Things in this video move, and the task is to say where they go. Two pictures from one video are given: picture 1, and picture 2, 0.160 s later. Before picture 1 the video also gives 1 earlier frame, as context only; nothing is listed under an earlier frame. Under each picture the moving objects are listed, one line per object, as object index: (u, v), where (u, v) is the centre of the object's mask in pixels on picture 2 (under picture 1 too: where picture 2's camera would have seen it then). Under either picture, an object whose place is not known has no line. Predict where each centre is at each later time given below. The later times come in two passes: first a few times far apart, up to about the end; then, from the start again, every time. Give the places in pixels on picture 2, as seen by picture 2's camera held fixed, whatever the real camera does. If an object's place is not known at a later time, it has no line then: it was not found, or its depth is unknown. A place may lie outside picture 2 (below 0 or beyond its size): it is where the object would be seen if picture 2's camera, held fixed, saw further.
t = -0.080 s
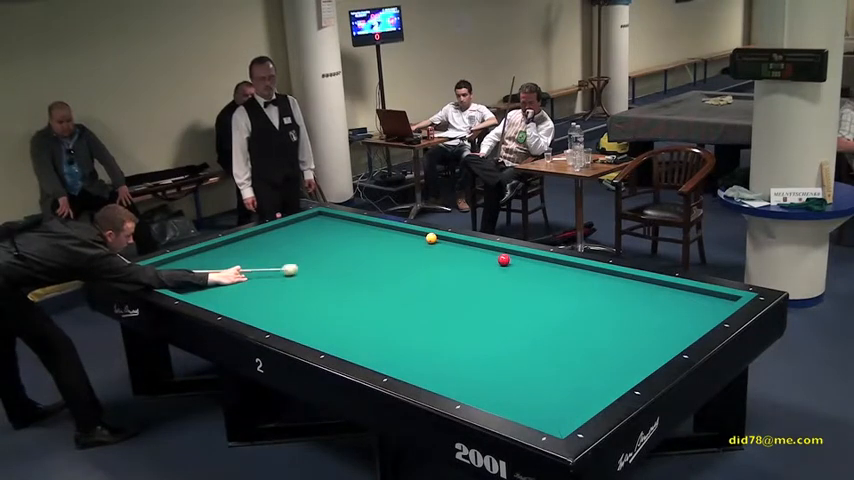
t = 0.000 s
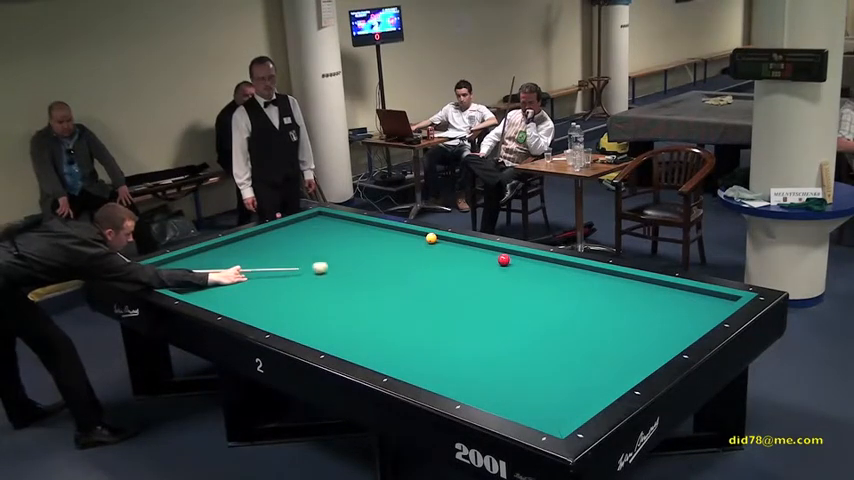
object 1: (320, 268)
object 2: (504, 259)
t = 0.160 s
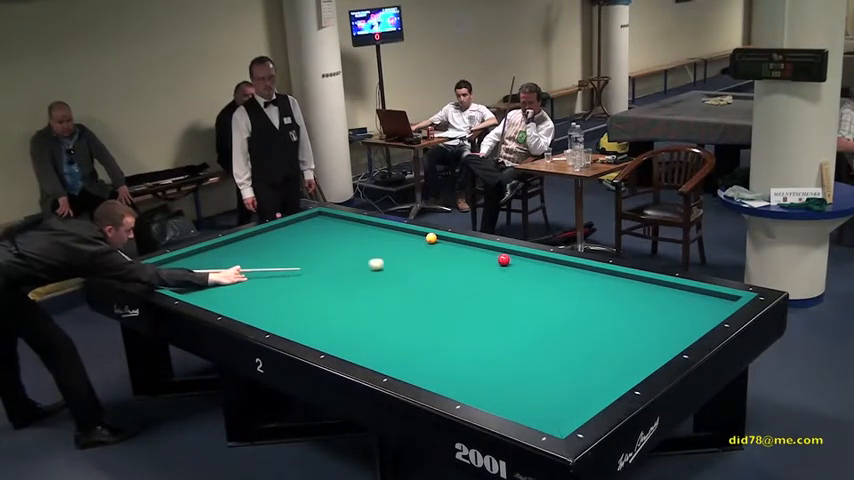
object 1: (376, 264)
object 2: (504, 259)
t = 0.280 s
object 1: (417, 262)
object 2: (503, 259)
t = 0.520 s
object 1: (496, 256)
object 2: (505, 260)
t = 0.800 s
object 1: (511, 267)
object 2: (540, 269)
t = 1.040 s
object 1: (517, 283)
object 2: (568, 277)
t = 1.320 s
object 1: (526, 305)
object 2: (603, 287)
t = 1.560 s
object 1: (534, 325)
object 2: (633, 295)
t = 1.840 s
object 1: (545, 352)
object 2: (671, 306)
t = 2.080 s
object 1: (555, 378)
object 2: (705, 315)
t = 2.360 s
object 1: (569, 412)
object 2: (685, 312)
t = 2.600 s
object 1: (538, 413)
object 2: (664, 307)
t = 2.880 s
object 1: (525, 394)
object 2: (642, 304)
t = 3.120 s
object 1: (516, 378)
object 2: (624, 300)
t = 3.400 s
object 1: (506, 362)
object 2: (604, 296)
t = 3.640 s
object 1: (498, 349)
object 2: (588, 293)
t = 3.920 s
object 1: (489, 335)
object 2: (571, 290)
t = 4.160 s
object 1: (483, 325)
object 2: (556, 287)
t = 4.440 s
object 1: (476, 313)
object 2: (541, 284)
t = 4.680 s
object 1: (471, 305)
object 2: (528, 282)
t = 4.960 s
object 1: (465, 295)
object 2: (514, 279)
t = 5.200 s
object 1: (460, 287)
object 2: (503, 277)
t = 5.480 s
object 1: (455, 279)
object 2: (491, 275)
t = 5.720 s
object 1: (451, 273)
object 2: (481, 273)
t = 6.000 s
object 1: (447, 266)
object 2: (470, 271)
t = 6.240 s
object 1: (443, 260)
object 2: (461, 269)
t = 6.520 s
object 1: (440, 254)
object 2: (451, 268)
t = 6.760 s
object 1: (437, 249)
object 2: (444, 266)
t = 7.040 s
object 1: (434, 244)
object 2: (436, 265)
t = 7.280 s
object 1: (432, 242)
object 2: (430, 263)
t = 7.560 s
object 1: (430, 240)
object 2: (422, 262)
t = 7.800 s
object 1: (430, 240)
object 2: (417, 261)
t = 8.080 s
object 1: (429, 239)
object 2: (411, 260)
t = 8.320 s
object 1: (429, 239)
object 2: (406, 259)
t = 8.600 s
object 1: (429, 239)
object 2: (401, 259)
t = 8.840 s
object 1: (429, 239)
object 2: (397, 258)
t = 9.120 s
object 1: (429, 239)
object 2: (393, 257)
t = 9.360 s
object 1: (429, 239)
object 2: (390, 257)
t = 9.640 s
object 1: (429, 239)
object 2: (387, 256)
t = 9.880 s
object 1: (429, 239)
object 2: (385, 256)
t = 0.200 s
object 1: (390, 263)
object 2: (503, 259)
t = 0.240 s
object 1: (403, 263)
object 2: (503, 259)
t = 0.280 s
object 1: (417, 262)
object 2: (503, 259)
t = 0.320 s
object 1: (431, 261)
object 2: (504, 259)
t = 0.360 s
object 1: (445, 260)
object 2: (503, 259)
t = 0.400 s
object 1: (458, 259)
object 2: (503, 259)
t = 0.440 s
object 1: (472, 258)
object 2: (504, 259)
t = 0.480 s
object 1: (486, 258)
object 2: (503, 259)
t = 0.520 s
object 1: (496, 256)
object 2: (505, 260)
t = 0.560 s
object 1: (505, 254)
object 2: (512, 262)
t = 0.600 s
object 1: (512, 252)
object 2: (517, 263)
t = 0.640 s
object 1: (511, 256)
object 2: (522, 264)
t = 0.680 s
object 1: (510, 259)
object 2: (527, 266)
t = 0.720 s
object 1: (510, 261)
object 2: (531, 267)
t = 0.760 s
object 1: (511, 264)
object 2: (536, 268)
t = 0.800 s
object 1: (511, 267)
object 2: (540, 269)
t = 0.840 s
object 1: (512, 270)
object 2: (545, 271)
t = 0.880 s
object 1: (513, 272)
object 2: (550, 272)
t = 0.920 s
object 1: (514, 275)
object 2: (554, 273)
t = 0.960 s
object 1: (515, 278)
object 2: (559, 275)
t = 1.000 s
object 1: (516, 280)
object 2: (563, 276)
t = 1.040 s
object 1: (517, 283)
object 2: (568, 277)
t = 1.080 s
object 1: (519, 286)
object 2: (573, 278)
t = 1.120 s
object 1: (520, 289)
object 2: (578, 280)
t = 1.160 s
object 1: (521, 292)
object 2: (583, 281)
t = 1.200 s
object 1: (522, 295)
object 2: (588, 282)
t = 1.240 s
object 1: (523, 298)
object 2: (592, 284)
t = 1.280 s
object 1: (525, 301)
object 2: (598, 285)
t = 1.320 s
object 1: (526, 305)
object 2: (603, 287)
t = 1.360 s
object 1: (527, 308)
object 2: (607, 288)
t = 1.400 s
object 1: (529, 311)
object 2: (613, 290)
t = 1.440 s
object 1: (530, 314)
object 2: (617, 291)
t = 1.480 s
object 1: (531, 318)
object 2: (623, 292)
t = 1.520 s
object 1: (533, 322)
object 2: (628, 294)
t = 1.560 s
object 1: (534, 325)
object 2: (633, 295)
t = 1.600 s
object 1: (536, 329)
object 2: (639, 297)
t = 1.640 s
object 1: (537, 332)
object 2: (644, 298)
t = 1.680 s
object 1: (539, 336)
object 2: (649, 300)
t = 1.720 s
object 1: (540, 340)
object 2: (655, 301)
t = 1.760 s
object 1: (542, 344)
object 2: (660, 303)
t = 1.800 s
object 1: (543, 348)
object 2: (666, 304)
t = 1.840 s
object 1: (545, 352)
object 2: (671, 306)
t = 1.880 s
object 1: (547, 356)
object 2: (677, 307)
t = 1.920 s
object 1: (548, 360)
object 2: (682, 309)
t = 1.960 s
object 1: (550, 365)
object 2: (688, 310)
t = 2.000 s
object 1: (552, 369)
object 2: (694, 312)
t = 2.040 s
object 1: (554, 373)
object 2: (699, 313)
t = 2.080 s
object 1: (555, 378)
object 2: (705, 315)
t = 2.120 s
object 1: (557, 383)
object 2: (708, 315)
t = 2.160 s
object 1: (559, 387)
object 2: (704, 315)
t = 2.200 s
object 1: (561, 392)
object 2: (700, 314)
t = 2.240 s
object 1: (563, 397)
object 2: (696, 314)
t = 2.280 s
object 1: (565, 402)
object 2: (692, 313)
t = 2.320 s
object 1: (567, 408)
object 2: (689, 312)
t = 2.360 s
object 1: (569, 412)
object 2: (685, 312)
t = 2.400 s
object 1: (567, 415)
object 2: (682, 311)
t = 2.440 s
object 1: (558, 417)
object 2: (678, 310)
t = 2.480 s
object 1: (551, 418)
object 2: (675, 310)
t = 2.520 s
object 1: (543, 418)
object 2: (671, 309)
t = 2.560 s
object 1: (539, 416)
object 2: (668, 308)
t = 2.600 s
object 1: (538, 413)
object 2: (664, 307)
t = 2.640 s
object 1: (536, 411)
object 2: (662, 307)
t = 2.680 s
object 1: (534, 408)
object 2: (658, 306)
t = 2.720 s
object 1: (532, 405)
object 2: (655, 306)
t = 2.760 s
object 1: (530, 402)
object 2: (652, 305)
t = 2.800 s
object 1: (529, 400)
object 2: (649, 305)
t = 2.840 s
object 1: (527, 397)
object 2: (645, 304)
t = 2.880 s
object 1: (525, 394)
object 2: (642, 304)
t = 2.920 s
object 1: (524, 391)
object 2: (639, 303)
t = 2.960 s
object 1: (522, 389)
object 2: (636, 302)
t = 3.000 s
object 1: (520, 386)
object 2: (633, 302)
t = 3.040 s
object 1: (519, 383)
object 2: (630, 301)
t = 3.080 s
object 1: (517, 381)
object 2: (627, 300)
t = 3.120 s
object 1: (516, 378)
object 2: (624, 300)
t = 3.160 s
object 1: (514, 376)
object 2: (621, 299)
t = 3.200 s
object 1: (512, 374)
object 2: (618, 299)
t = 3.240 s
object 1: (511, 371)
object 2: (616, 298)
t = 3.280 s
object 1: (510, 369)
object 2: (613, 298)
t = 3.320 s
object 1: (508, 367)
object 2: (610, 297)
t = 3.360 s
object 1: (507, 364)
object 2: (607, 296)
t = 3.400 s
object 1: (506, 362)
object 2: (604, 296)
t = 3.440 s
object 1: (504, 360)
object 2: (602, 295)
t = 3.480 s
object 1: (503, 358)
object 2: (599, 295)
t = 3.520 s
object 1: (502, 355)
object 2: (596, 295)
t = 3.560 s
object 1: (500, 353)
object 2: (593, 294)
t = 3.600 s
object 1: (499, 351)
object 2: (591, 293)
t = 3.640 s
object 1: (498, 349)
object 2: (588, 293)
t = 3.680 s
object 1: (497, 347)
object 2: (586, 292)
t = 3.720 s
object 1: (495, 345)
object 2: (583, 292)
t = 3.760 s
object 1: (494, 343)
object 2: (581, 291)
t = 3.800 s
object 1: (493, 341)
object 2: (578, 291)
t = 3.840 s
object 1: (492, 339)
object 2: (576, 291)
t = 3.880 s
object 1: (491, 337)
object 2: (573, 290)
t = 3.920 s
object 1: (489, 335)
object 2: (571, 290)
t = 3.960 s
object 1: (488, 334)
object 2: (568, 289)
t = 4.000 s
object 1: (487, 332)
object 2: (566, 289)
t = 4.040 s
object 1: (486, 330)
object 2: (563, 288)
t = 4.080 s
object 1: (485, 328)
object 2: (561, 288)
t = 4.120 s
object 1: (484, 326)
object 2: (559, 288)
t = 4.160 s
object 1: (483, 325)
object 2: (556, 287)
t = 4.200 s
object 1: (482, 323)
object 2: (554, 287)
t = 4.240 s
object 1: (481, 321)
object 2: (552, 286)
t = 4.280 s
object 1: (480, 320)
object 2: (550, 286)
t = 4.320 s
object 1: (479, 318)
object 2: (547, 285)
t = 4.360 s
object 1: (478, 317)
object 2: (545, 285)
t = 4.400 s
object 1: (477, 315)
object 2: (543, 284)
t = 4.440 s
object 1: (476, 313)
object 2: (541, 284)
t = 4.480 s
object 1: (475, 312)
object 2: (539, 284)
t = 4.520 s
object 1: (474, 310)
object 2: (536, 283)
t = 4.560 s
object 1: (473, 309)
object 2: (534, 283)
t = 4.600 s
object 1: (472, 307)
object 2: (532, 282)
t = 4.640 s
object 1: (472, 306)
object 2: (530, 282)
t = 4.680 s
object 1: (471, 305)
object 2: (528, 282)
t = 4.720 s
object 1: (469, 303)
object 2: (526, 281)
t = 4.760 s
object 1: (469, 302)
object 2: (524, 281)
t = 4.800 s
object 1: (468, 300)
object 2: (522, 281)
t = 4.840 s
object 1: (467, 299)
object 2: (520, 280)
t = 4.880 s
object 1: (466, 298)
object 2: (518, 280)
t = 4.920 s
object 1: (465, 296)
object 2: (516, 279)
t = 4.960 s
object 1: (465, 295)
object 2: (514, 279)
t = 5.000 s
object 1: (464, 294)
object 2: (512, 279)
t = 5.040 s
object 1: (463, 292)
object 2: (510, 278)
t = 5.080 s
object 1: (462, 291)
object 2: (508, 278)
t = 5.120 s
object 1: (462, 290)
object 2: (506, 278)
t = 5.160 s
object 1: (461, 289)
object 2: (504, 277)
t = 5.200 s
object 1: (460, 287)
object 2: (503, 277)
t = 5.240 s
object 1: (459, 286)
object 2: (501, 277)
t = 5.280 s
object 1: (459, 285)
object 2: (499, 276)
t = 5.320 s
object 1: (458, 284)
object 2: (497, 276)
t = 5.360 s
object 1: (457, 282)
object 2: (496, 276)
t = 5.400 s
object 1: (456, 281)
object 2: (494, 275)
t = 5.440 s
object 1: (456, 280)
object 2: (492, 275)
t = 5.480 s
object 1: (455, 279)
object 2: (491, 275)
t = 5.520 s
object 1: (454, 278)
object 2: (489, 274)
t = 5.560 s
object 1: (454, 277)
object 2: (487, 274)
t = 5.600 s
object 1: (453, 276)
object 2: (485, 274)
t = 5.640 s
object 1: (452, 275)
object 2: (484, 274)
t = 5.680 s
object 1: (452, 274)
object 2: (482, 273)
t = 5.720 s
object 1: (451, 273)
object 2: (481, 273)
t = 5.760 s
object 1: (450, 272)
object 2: (479, 273)
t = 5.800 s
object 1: (450, 271)
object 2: (477, 272)
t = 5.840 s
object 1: (449, 270)
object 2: (476, 272)
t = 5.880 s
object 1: (448, 269)
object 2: (474, 272)
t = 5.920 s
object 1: (448, 268)
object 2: (473, 272)
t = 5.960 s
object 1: (447, 267)
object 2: (471, 271)
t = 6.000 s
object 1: (447, 266)
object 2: (470, 271)
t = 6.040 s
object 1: (446, 265)
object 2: (468, 270)
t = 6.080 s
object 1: (445, 264)
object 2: (467, 270)
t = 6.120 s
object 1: (445, 263)
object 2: (465, 270)
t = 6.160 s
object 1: (444, 262)
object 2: (464, 270)
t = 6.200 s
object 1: (444, 261)
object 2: (462, 270)
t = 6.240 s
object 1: (443, 260)
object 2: (461, 269)
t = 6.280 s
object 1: (443, 259)
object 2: (460, 269)
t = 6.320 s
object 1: (442, 258)
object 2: (458, 269)
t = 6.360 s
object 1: (442, 257)
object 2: (457, 268)
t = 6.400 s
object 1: (441, 257)
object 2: (455, 268)
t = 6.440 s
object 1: (441, 256)
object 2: (454, 268)
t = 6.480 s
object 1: (440, 255)
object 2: (453, 268)
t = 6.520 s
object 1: (440, 254)
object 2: (451, 268)
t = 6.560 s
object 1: (439, 253)
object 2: (450, 267)
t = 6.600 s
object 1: (439, 252)
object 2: (449, 267)
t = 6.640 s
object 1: (438, 251)
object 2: (448, 267)
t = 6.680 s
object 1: (438, 251)
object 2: (446, 267)
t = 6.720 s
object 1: (437, 250)
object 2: (445, 266)
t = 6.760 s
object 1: (437, 249)
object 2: (444, 266)
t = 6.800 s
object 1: (436, 248)
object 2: (443, 266)
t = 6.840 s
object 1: (436, 248)
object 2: (442, 266)
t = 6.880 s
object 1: (435, 247)
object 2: (441, 265)
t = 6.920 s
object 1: (435, 246)
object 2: (439, 265)
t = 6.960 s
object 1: (434, 246)
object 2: (438, 265)
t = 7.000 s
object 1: (434, 245)
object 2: (437, 265)
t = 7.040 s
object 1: (434, 244)
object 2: (436, 265)
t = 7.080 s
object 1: (433, 244)
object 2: (435, 264)
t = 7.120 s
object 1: (433, 243)
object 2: (434, 264)
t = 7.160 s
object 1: (433, 243)
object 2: (433, 264)
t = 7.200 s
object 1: (432, 242)
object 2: (432, 264)
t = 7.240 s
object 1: (432, 242)
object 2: (431, 264)
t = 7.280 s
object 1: (432, 242)
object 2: (430, 263)
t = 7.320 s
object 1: (432, 242)
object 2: (428, 263)
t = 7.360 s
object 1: (432, 241)
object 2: (427, 263)
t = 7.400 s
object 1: (431, 241)
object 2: (427, 263)
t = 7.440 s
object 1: (431, 241)
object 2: (425, 263)
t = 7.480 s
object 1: (431, 241)
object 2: (424, 262)
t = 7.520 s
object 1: (431, 240)
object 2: (423, 262)
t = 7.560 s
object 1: (430, 240)
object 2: (422, 262)
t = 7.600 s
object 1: (430, 240)
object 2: (421, 262)
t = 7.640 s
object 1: (430, 240)
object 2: (420, 262)
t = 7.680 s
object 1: (430, 240)
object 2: (419, 262)
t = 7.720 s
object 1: (430, 240)
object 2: (418, 261)
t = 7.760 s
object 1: (430, 240)
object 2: (418, 261)
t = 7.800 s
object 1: (430, 240)
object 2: (417, 261)
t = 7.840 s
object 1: (430, 240)
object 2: (416, 261)
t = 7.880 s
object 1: (429, 240)
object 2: (415, 261)
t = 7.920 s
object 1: (429, 240)
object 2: (414, 261)
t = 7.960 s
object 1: (429, 240)
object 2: (413, 261)
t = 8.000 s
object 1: (429, 239)
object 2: (412, 260)
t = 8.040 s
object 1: (429, 239)
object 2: (412, 260)
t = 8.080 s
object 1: (429, 239)
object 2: (411, 260)
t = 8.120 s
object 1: (429, 239)
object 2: (410, 260)
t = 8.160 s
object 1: (429, 239)
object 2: (409, 260)
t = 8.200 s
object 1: (429, 239)
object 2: (408, 260)
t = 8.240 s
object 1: (429, 239)
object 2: (408, 260)
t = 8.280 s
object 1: (429, 239)
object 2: (407, 259)
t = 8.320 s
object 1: (429, 239)
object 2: (406, 259)
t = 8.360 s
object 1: (429, 239)
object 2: (405, 259)
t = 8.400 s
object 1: (429, 239)
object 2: (405, 259)
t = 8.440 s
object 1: (429, 239)
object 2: (404, 259)
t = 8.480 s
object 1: (428, 239)
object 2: (403, 259)
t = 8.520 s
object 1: (428, 239)
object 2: (402, 259)
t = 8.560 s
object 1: (429, 239)
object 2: (402, 259)
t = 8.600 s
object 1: (429, 239)
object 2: (401, 259)
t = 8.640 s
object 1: (429, 239)
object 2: (400, 258)
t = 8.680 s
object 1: (429, 239)
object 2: (400, 258)
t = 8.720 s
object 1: (429, 239)
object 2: (399, 258)
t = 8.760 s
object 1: (429, 239)
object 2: (398, 258)
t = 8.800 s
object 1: (429, 239)
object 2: (398, 258)
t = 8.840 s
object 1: (429, 239)
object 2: (397, 258)
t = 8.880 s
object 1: (429, 239)
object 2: (396, 258)
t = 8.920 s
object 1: (429, 239)
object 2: (396, 258)
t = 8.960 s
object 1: (429, 239)
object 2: (395, 258)
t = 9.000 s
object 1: (429, 239)
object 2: (395, 258)
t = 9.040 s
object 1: (429, 239)
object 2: (394, 258)
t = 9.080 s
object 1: (429, 239)
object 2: (393, 257)
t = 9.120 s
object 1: (429, 239)
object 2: (393, 257)
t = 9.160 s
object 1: (429, 239)
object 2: (393, 257)
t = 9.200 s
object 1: (429, 239)
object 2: (392, 257)
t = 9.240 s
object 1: (429, 239)
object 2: (391, 257)
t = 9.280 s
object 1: (429, 239)
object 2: (391, 257)
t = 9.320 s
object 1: (429, 239)
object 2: (390, 257)
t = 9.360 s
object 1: (429, 239)
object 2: (390, 257)
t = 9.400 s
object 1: (429, 239)
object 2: (390, 257)
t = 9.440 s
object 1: (429, 239)
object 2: (389, 257)
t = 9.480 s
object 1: (429, 239)
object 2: (389, 257)
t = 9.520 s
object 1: (429, 239)
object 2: (388, 257)
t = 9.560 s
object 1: (429, 239)
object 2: (388, 256)
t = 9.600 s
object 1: (429, 239)
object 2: (388, 256)
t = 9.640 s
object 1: (429, 239)
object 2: (387, 256)
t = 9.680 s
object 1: (429, 239)
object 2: (387, 256)
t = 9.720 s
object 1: (429, 239)
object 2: (386, 256)
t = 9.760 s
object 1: (429, 239)
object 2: (386, 256)
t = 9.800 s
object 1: (429, 239)
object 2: (385, 256)
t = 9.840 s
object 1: (429, 239)
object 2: (385, 256)
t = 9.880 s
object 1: (429, 239)
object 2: (385, 256)
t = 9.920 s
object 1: (429, 239)
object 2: (384, 256)
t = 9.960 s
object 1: (428, 239)
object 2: (384, 256)
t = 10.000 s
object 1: (428, 239)
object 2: (384, 256)
